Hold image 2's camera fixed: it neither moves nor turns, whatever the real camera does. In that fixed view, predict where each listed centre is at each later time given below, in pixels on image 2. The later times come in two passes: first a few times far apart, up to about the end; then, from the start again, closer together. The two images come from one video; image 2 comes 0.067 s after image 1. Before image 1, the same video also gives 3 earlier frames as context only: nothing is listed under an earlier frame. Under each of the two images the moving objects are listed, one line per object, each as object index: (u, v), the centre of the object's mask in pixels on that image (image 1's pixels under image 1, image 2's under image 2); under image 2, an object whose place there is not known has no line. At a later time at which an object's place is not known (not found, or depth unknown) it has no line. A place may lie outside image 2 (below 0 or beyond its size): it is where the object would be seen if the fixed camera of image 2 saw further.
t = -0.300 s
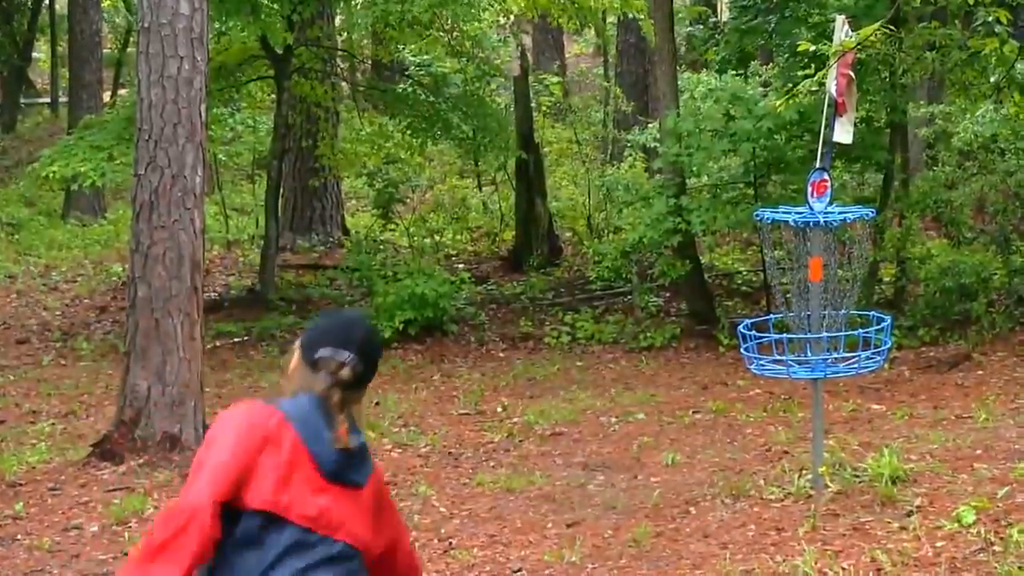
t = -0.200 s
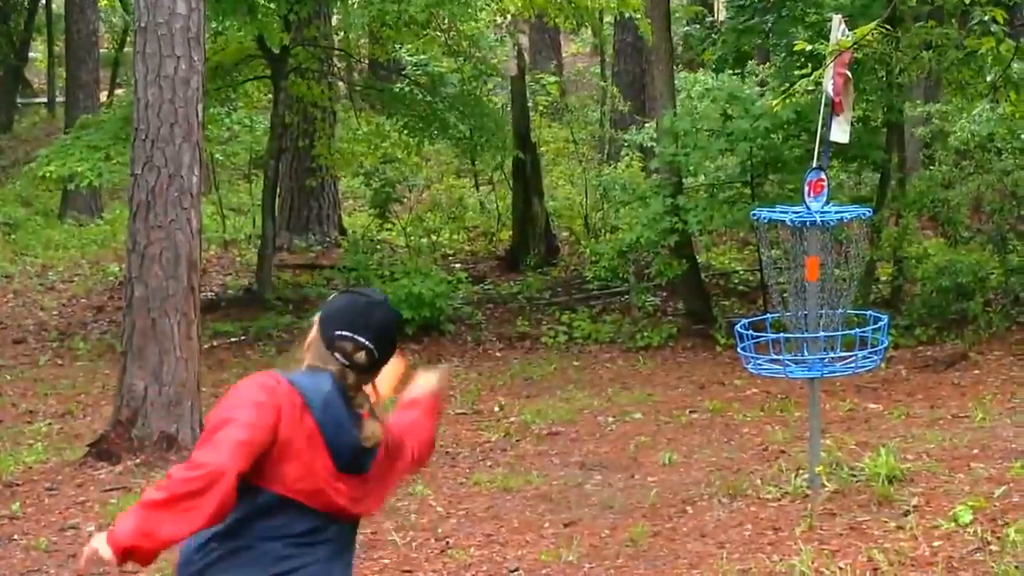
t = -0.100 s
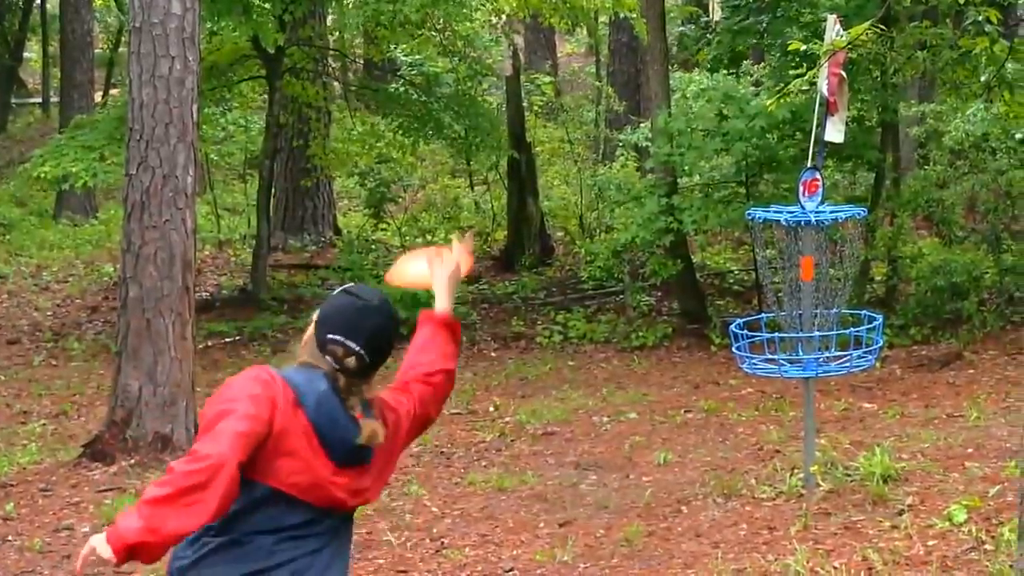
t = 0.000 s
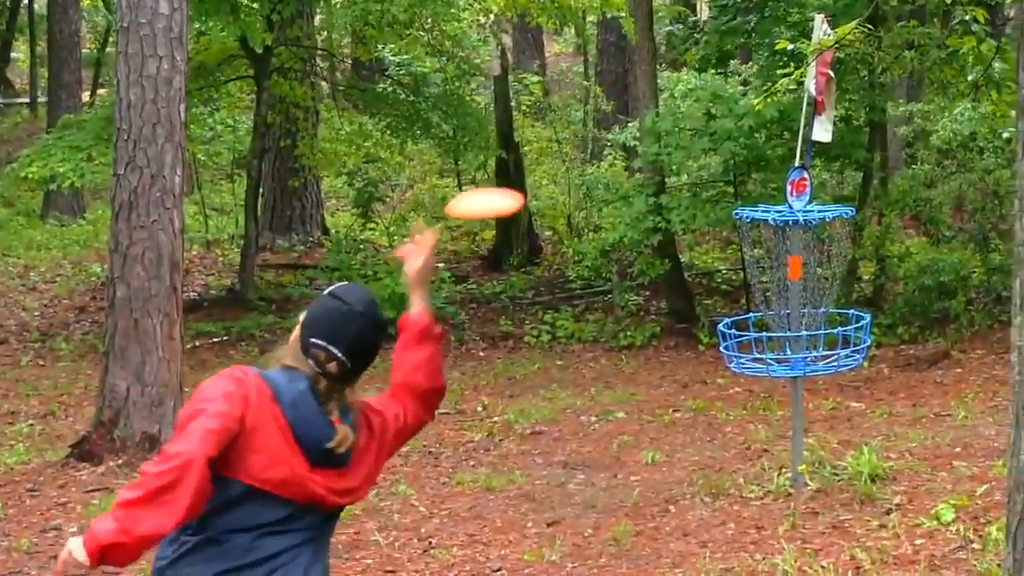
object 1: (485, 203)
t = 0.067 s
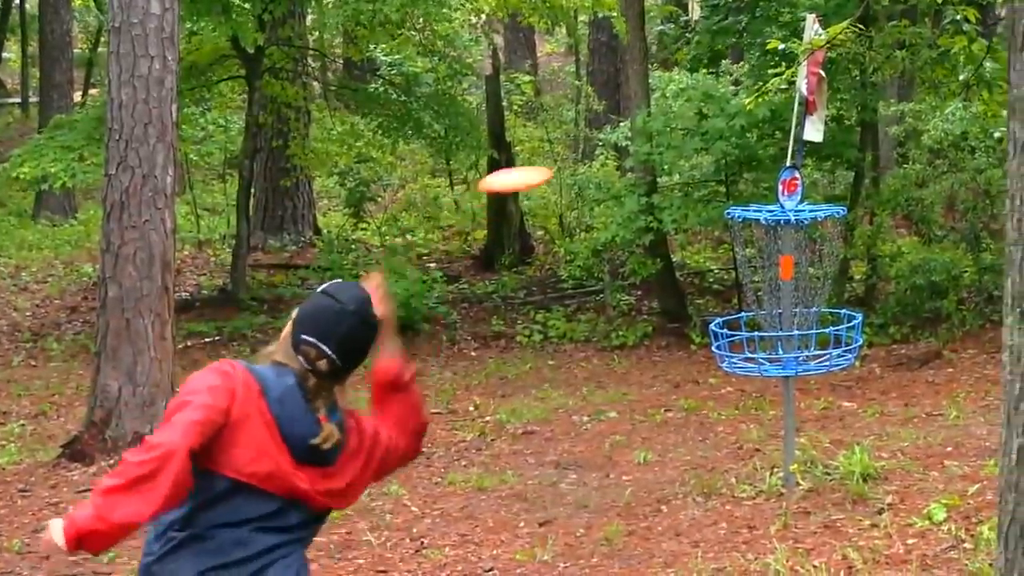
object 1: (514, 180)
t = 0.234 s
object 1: (597, 155)
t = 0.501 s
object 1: (686, 173)
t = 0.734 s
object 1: (728, 215)
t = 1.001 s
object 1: (680, 202)
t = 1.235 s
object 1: (624, 300)
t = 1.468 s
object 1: (554, 505)
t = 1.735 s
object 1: (532, 514)
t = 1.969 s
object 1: (544, 525)
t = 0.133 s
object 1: (552, 164)
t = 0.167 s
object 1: (567, 160)
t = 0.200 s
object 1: (583, 156)
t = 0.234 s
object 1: (597, 155)
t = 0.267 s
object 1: (609, 155)
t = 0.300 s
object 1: (623, 156)
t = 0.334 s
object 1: (636, 157)
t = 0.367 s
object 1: (647, 159)
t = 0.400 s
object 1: (658, 161)
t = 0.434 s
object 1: (668, 165)
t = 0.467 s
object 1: (677, 168)
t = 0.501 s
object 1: (686, 173)
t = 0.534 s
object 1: (694, 178)
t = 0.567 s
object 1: (702, 183)
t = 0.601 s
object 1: (708, 189)
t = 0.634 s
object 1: (714, 195)
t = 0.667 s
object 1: (719, 201)
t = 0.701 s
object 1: (723, 208)
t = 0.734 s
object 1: (728, 215)
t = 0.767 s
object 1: (732, 217)
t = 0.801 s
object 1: (725, 207)
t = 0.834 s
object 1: (718, 203)
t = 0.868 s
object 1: (711, 199)
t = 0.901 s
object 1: (705, 193)
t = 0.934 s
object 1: (695, 195)
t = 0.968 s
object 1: (689, 198)
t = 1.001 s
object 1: (680, 202)
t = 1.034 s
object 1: (673, 209)
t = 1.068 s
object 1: (664, 220)
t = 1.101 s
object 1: (657, 230)
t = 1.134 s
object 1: (648, 244)
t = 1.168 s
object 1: (639, 264)
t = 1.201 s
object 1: (632, 281)
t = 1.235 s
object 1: (624, 300)
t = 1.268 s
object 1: (614, 324)
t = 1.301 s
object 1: (605, 352)
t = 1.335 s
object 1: (597, 378)
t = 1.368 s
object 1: (588, 405)
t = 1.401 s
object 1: (576, 438)
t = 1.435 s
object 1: (566, 470)
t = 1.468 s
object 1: (554, 505)
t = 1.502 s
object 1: (544, 531)
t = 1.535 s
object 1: (537, 529)
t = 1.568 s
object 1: (536, 520)
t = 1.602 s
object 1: (535, 515)
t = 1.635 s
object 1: (534, 511)
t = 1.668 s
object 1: (534, 510)
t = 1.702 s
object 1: (533, 511)
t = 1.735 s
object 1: (532, 514)
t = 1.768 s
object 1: (532, 519)
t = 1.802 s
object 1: (534, 520)
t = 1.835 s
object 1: (536, 519)
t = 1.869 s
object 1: (538, 520)
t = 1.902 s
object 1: (540, 521)
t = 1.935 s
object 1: (542, 522)
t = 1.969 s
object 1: (544, 525)
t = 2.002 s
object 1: (548, 524)
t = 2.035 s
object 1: (550, 524)
